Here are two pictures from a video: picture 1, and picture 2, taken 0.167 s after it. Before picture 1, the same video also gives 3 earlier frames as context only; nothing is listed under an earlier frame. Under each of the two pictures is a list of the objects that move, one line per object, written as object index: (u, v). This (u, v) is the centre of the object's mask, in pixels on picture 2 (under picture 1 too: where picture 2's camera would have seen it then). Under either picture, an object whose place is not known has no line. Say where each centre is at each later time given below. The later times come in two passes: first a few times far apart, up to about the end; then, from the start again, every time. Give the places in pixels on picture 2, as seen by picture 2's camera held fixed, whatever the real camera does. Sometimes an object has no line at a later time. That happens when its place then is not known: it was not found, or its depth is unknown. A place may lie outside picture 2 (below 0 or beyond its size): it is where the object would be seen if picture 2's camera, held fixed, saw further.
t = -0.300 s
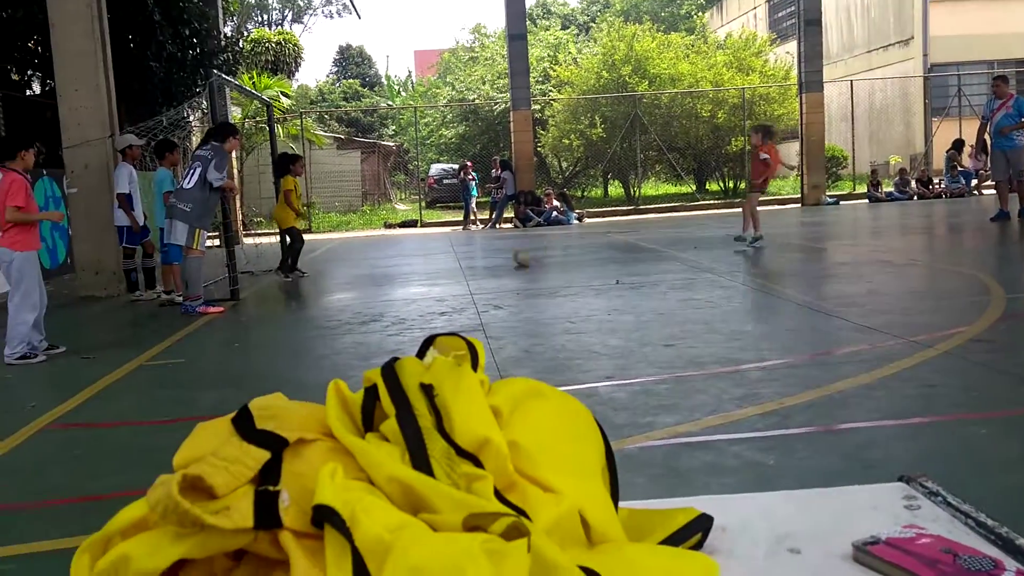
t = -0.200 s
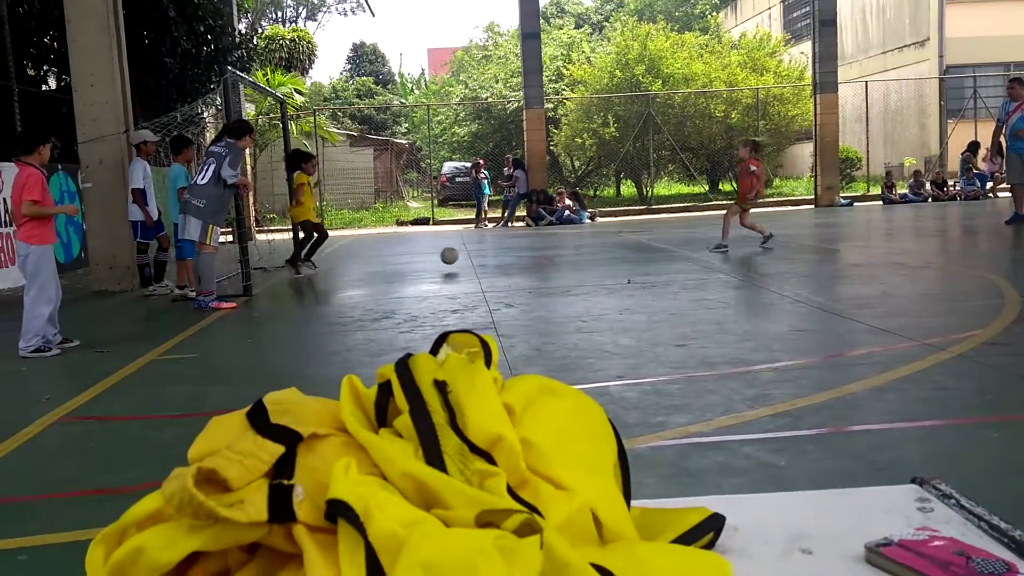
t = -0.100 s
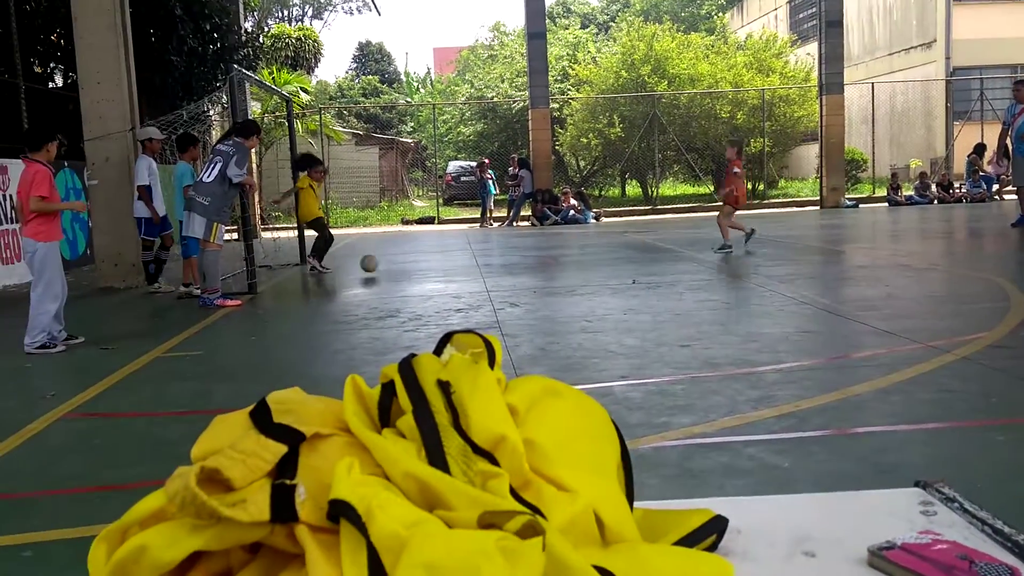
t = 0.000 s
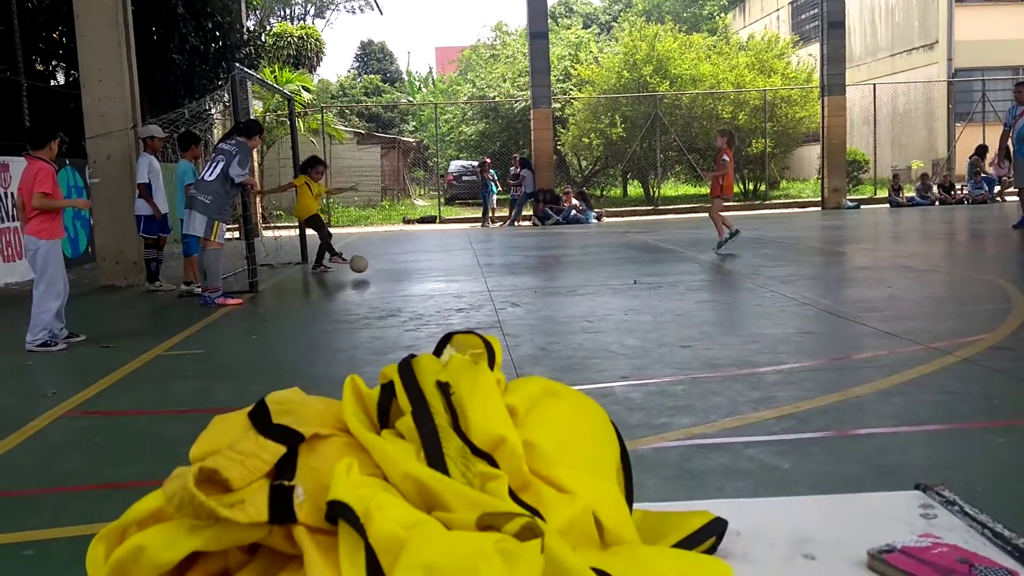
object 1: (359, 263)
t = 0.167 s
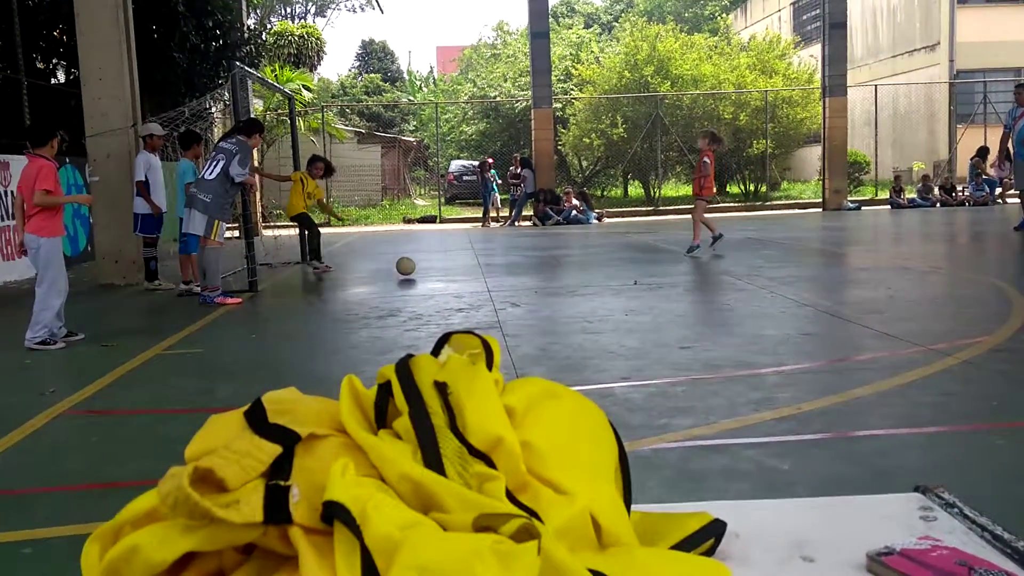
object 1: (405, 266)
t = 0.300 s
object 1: (436, 265)
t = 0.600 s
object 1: (499, 271)
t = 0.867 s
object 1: (558, 275)
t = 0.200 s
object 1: (414, 268)
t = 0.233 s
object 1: (421, 266)
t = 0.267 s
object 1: (428, 265)
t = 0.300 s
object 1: (436, 265)
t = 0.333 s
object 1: (443, 266)
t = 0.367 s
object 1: (451, 268)
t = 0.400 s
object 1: (458, 268)
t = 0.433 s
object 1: (465, 268)
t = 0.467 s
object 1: (471, 269)
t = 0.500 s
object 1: (478, 270)
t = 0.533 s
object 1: (486, 270)
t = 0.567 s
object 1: (493, 270)
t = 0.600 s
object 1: (499, 271)
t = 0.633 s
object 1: (507, 271)
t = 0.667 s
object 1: (515, 271)
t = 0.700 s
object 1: (520, 273)
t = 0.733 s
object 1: (528, 274)
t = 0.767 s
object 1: (536, 273)
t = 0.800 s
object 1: (544, 273)
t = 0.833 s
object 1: (551, 272)
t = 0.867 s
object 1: (558, 275)
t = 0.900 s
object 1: (567, 275)
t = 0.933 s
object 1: (575, 274)
